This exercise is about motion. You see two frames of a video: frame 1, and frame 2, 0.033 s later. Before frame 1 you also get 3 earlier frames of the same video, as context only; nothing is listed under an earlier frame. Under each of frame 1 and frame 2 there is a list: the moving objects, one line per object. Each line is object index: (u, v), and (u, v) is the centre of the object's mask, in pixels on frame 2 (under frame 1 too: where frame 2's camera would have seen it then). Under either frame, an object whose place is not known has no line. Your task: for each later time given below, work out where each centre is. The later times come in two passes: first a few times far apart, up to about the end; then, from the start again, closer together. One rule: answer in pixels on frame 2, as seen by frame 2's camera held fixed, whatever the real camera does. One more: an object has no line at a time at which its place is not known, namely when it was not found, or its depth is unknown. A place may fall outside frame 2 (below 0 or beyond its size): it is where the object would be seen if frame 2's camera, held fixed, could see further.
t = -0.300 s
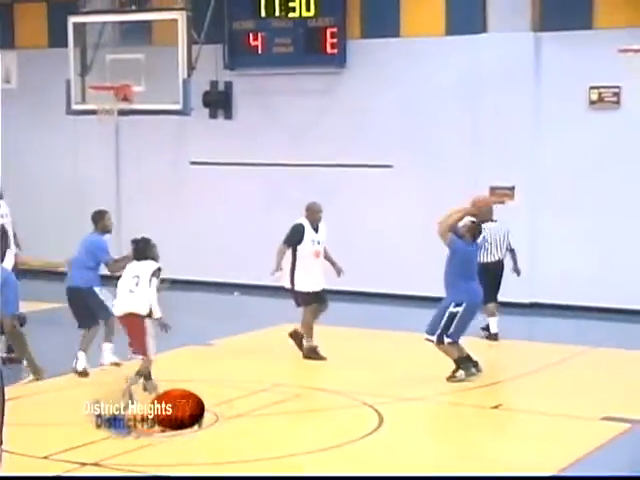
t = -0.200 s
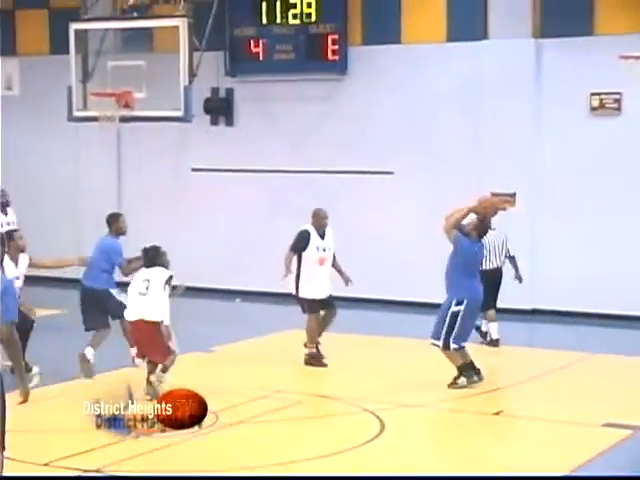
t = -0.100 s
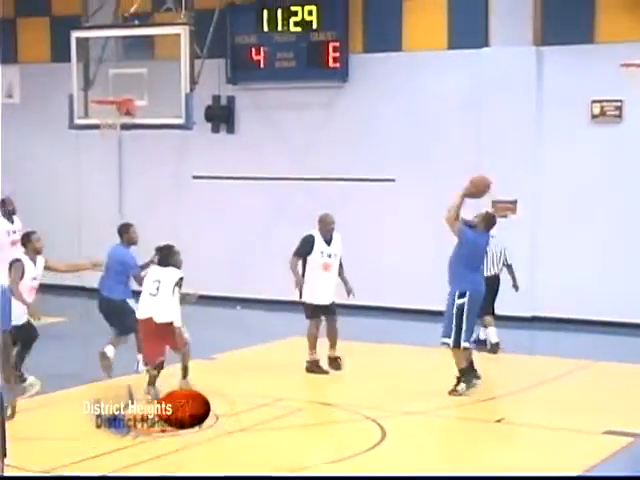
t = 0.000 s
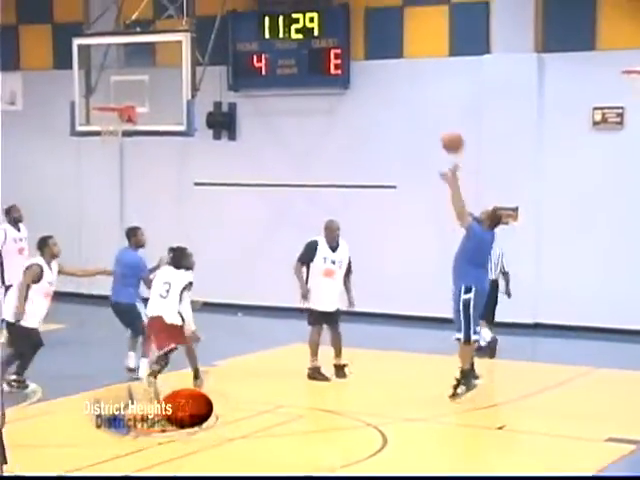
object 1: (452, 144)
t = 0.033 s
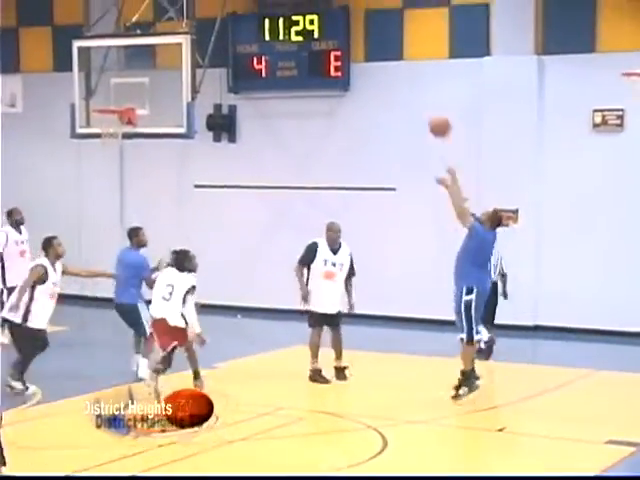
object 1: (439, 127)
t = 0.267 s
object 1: (357, 29)
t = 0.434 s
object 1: (301, 0)
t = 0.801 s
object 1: (196, 23)
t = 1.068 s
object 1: (131, 103)
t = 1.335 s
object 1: (199, 116)
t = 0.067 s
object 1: (426, 110)
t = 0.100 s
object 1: (414, 95)
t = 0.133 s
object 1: (402, 81)
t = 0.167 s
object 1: (390, 65)
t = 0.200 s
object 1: (379, 52)
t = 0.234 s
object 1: (369, 39)
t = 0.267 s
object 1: (357, 29)
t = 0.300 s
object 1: (345, 23)
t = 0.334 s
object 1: (334, 17)
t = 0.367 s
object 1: (324, 10)
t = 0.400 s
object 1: (313, 4)
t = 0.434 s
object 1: (301, 0)
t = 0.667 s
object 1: (233, 1)
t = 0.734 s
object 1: (214, 10)
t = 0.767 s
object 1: (205, 15)
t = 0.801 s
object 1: (196, 23)
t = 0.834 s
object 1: (188, 29)
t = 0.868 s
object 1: (180, 36)
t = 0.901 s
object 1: (170, 47)
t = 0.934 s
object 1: (162, 53)
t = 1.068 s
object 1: (131, 103)
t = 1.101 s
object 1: (131, 107)
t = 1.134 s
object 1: (141, 106)
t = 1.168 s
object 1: (151, 105)
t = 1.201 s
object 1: (160, 105)
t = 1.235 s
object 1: (170, 107)
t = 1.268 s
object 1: (180, 108)
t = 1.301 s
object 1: (185, 109)
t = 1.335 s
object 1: (199, 116)
